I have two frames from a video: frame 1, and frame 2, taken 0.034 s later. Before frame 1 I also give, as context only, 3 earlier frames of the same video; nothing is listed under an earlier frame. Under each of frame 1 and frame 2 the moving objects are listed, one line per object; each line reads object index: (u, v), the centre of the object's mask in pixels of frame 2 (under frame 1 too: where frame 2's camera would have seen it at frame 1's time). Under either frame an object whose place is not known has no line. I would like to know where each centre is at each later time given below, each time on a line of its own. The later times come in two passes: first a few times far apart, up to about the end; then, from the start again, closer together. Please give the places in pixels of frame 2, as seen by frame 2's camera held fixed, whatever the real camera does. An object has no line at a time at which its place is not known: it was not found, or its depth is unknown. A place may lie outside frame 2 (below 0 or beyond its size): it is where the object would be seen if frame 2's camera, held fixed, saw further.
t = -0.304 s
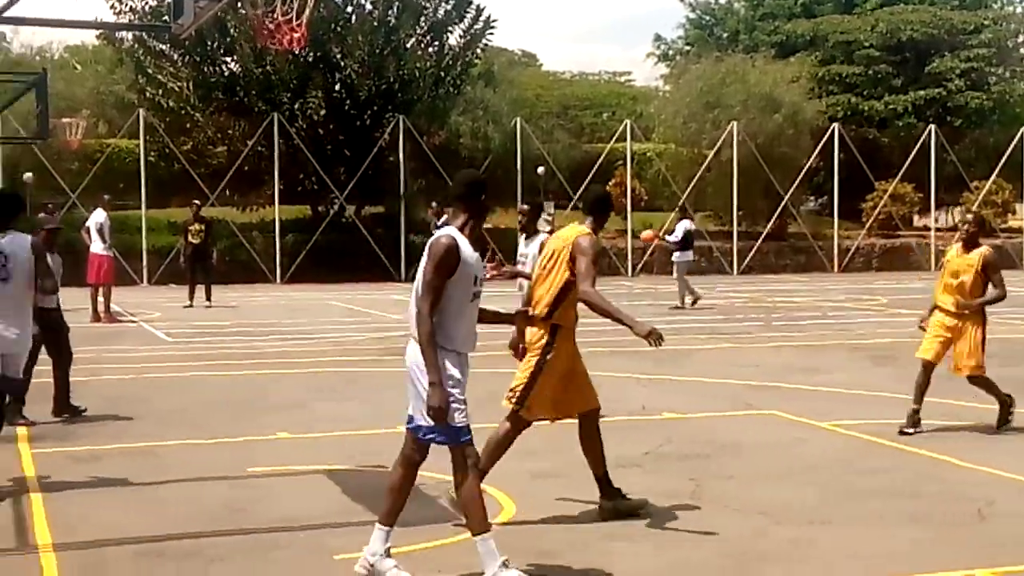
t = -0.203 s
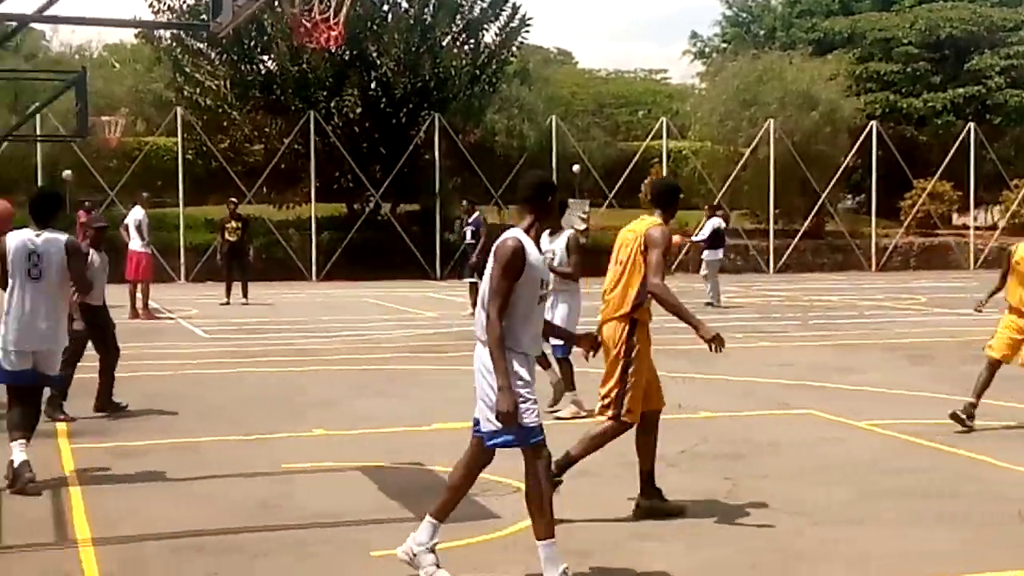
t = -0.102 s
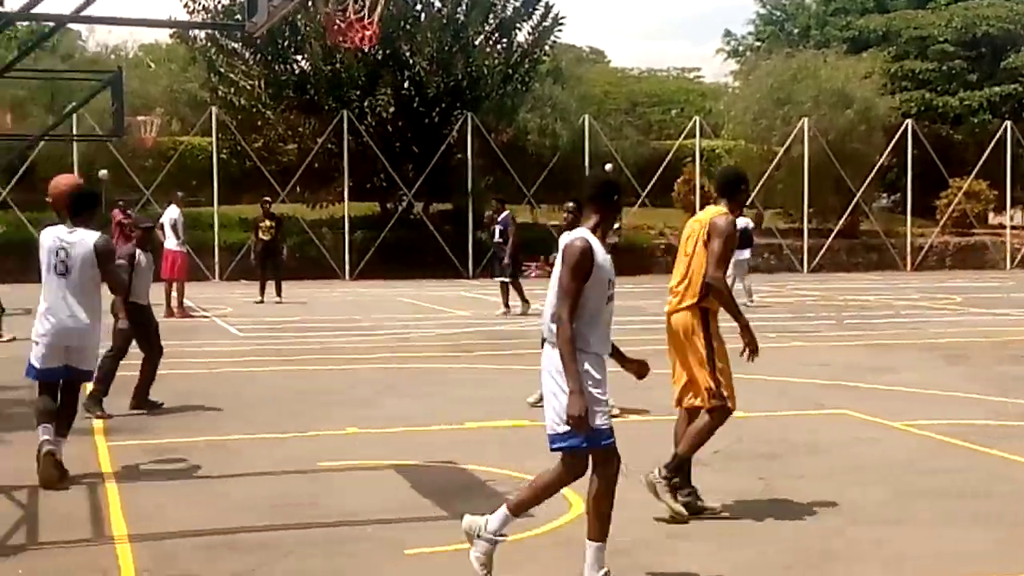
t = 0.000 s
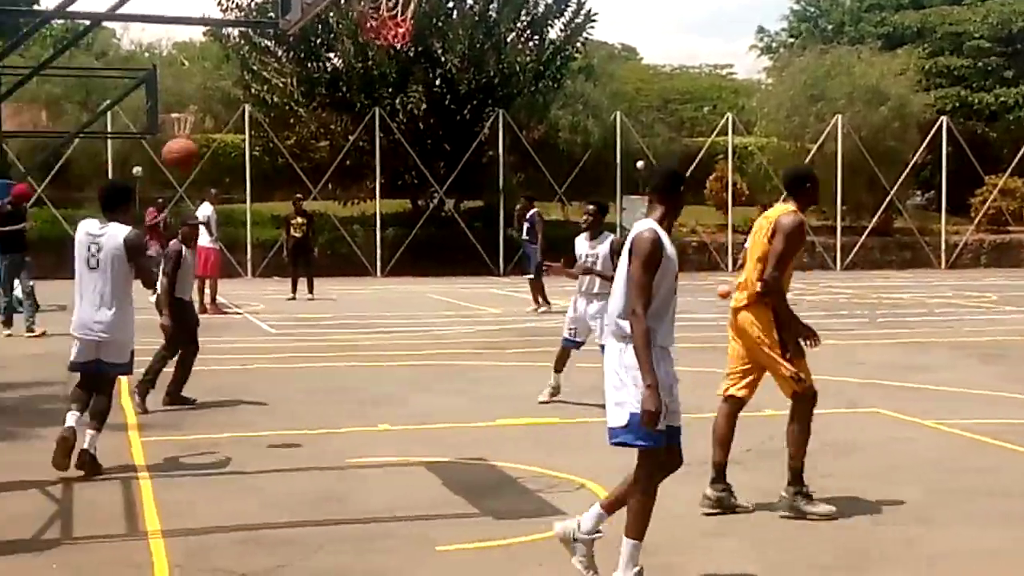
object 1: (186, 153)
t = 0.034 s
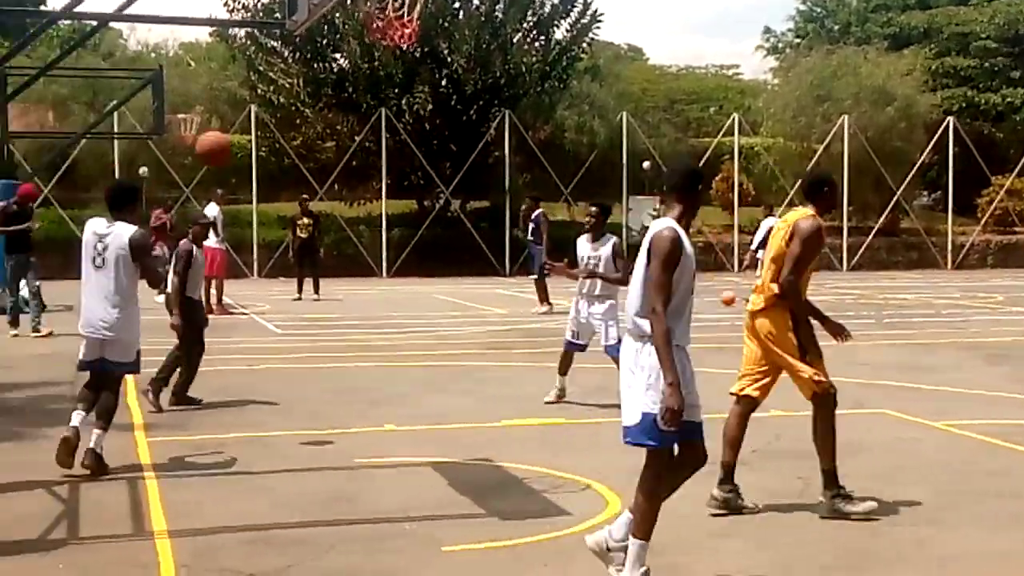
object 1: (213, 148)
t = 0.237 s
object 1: (358, 139)
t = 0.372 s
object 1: (442, 162)
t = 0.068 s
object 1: (240, 141)
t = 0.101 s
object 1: (264, 138)
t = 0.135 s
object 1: (289, 136)
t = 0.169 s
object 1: (312, 135)
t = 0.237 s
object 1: (358, 139)
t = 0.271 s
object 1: (379, 143)
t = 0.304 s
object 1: (401, 148)
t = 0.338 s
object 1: (421, 155)
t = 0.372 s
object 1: (442, 162)
